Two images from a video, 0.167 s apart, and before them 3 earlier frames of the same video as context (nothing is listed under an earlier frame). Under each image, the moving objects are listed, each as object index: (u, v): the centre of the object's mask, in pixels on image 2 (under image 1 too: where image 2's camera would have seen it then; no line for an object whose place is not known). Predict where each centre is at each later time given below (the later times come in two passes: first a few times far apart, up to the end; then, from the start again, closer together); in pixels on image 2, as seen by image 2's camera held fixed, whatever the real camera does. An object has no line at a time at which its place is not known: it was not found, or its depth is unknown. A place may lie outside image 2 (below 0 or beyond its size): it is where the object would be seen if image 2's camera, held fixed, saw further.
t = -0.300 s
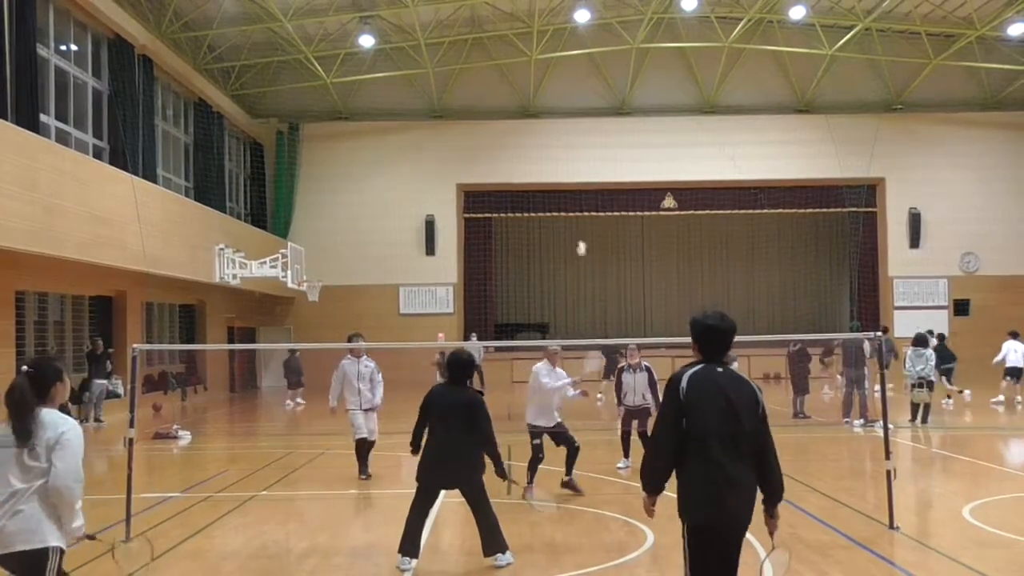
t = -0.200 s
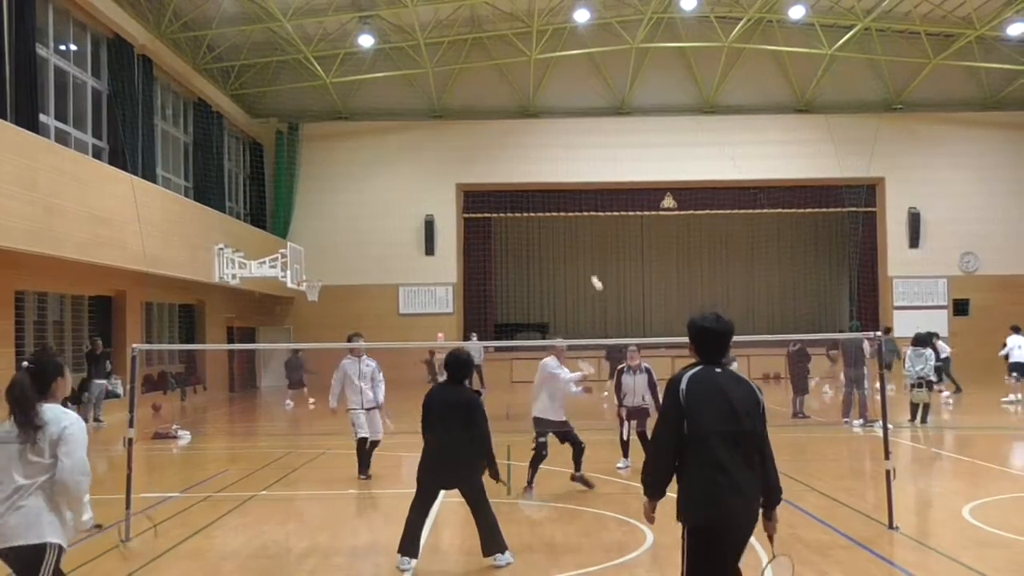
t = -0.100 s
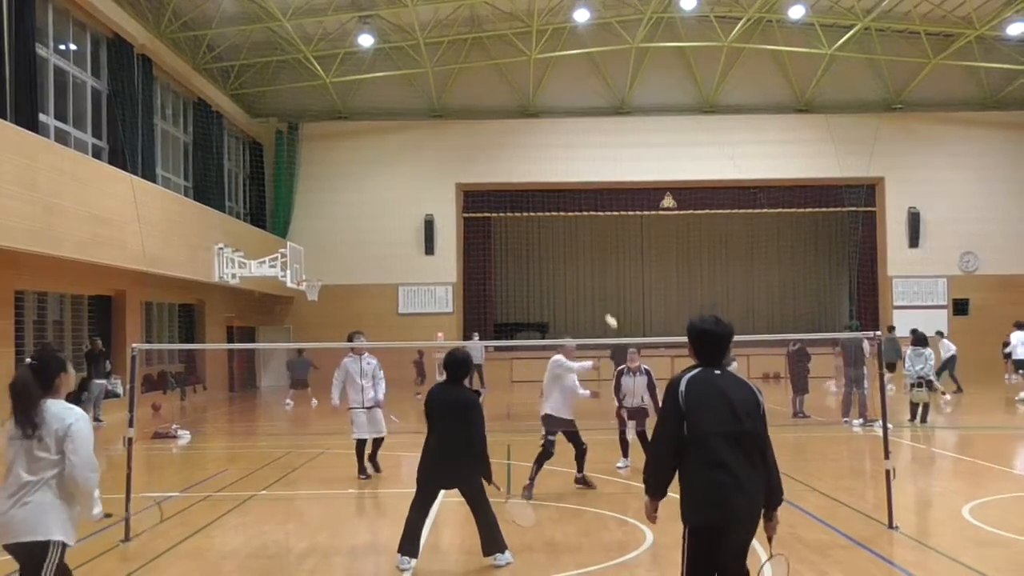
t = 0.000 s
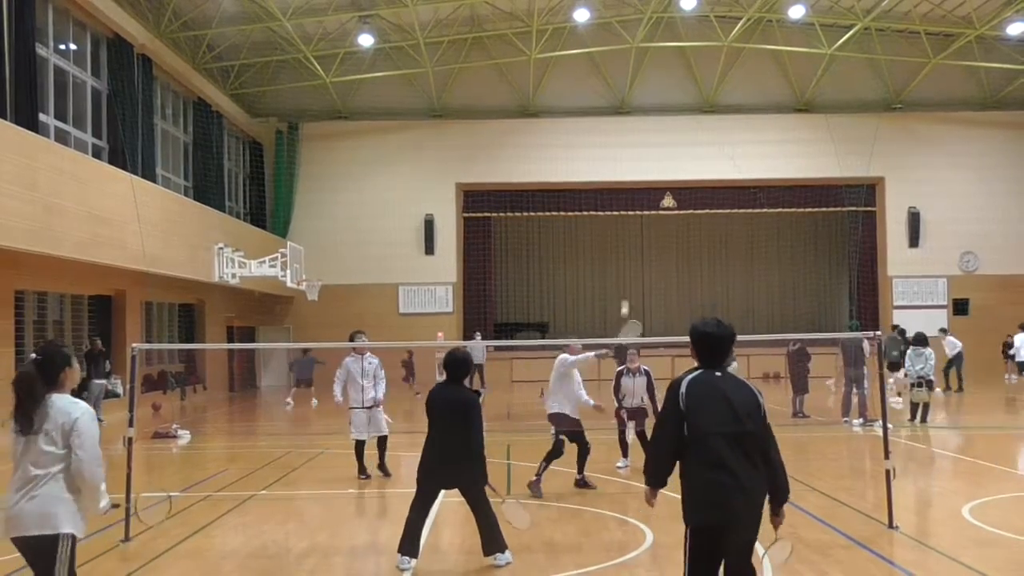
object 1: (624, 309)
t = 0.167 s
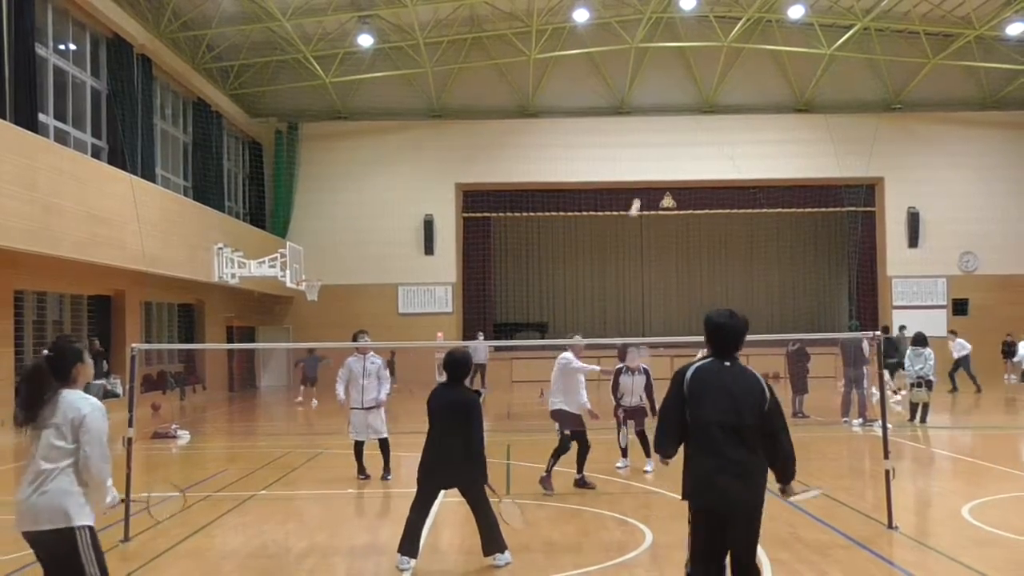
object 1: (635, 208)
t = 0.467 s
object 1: (657, 122)
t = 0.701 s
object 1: (671, 142)
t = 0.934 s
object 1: (687, 227)
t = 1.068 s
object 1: (697, 307)
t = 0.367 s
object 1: (651, 137)
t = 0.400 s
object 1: (651, 132)
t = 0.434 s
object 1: (653, 127)
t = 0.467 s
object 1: (657, 122)
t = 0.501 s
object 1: (658, 122)
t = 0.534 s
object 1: (659, 121)
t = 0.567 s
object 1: (662, 123)
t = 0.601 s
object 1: (664, 123)
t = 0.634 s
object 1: (666, 128)
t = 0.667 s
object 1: (669, 136)
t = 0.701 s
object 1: (671, 142)
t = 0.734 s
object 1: (673, 150)
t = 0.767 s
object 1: (675, 161)
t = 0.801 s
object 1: (678, 173)
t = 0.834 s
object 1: (681, 186)
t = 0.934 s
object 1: (687, 227)
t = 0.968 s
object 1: (690, 245)
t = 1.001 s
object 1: (693, 264)
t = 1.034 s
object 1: (695, 284)
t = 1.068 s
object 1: (697, 307)
